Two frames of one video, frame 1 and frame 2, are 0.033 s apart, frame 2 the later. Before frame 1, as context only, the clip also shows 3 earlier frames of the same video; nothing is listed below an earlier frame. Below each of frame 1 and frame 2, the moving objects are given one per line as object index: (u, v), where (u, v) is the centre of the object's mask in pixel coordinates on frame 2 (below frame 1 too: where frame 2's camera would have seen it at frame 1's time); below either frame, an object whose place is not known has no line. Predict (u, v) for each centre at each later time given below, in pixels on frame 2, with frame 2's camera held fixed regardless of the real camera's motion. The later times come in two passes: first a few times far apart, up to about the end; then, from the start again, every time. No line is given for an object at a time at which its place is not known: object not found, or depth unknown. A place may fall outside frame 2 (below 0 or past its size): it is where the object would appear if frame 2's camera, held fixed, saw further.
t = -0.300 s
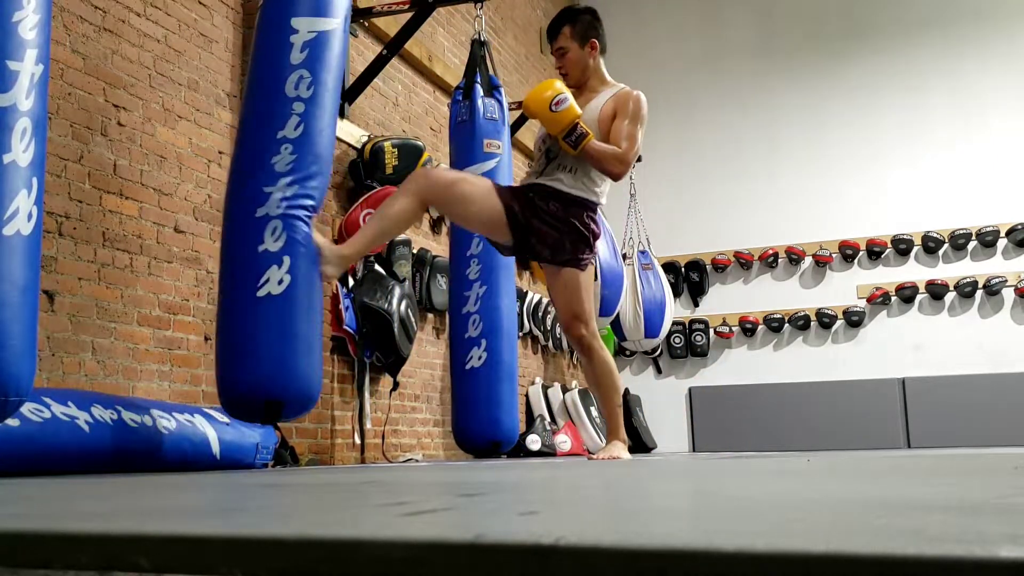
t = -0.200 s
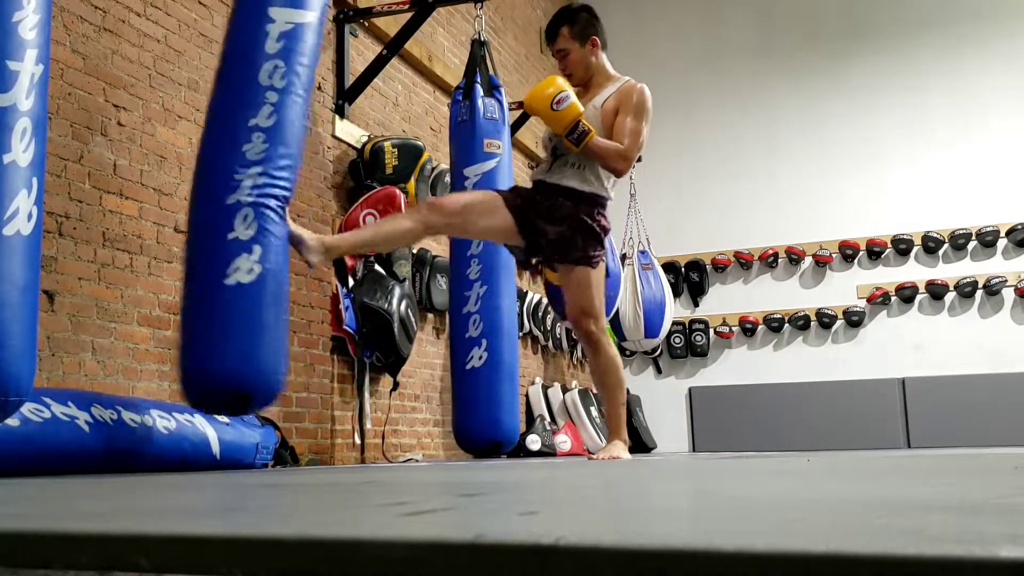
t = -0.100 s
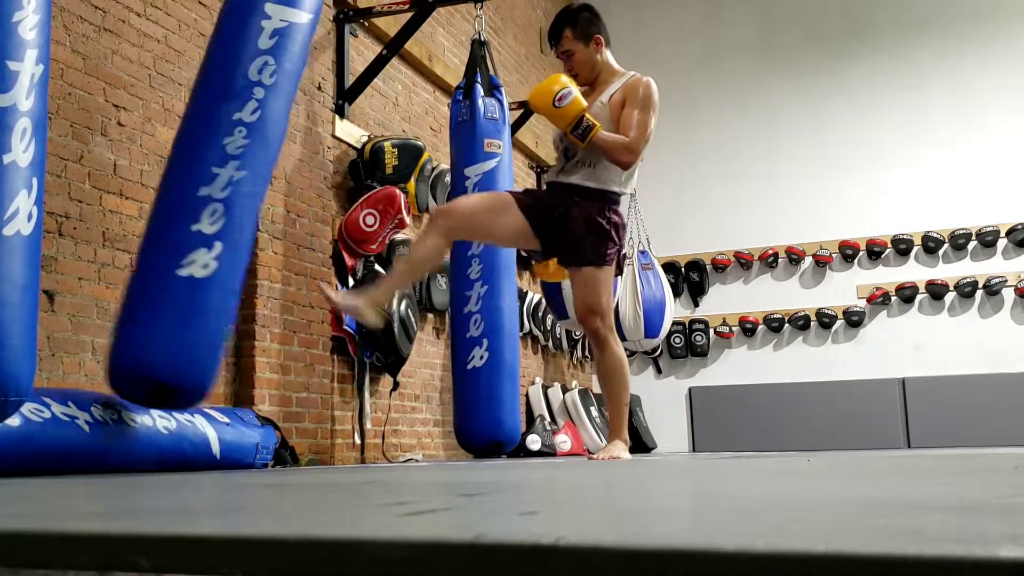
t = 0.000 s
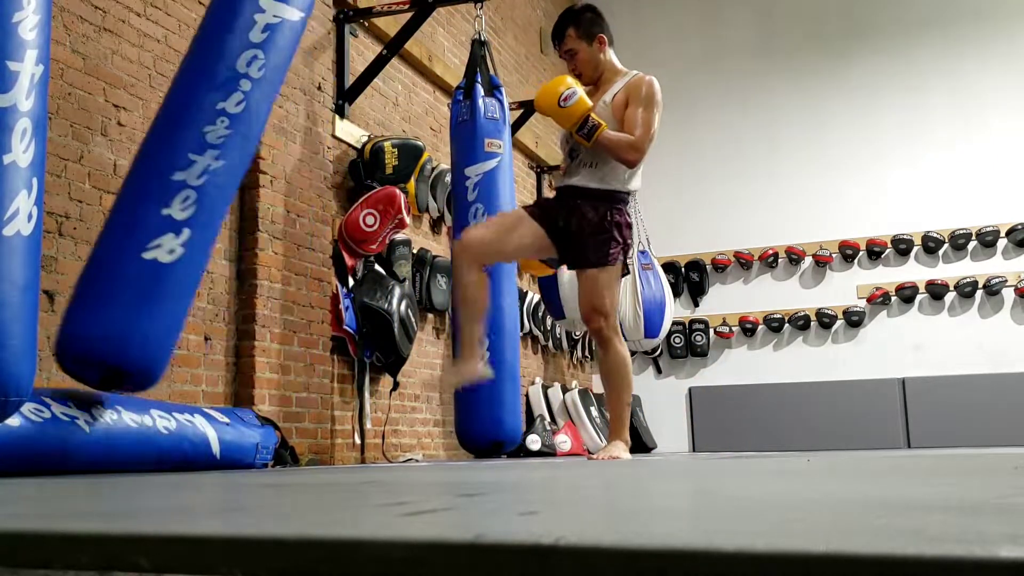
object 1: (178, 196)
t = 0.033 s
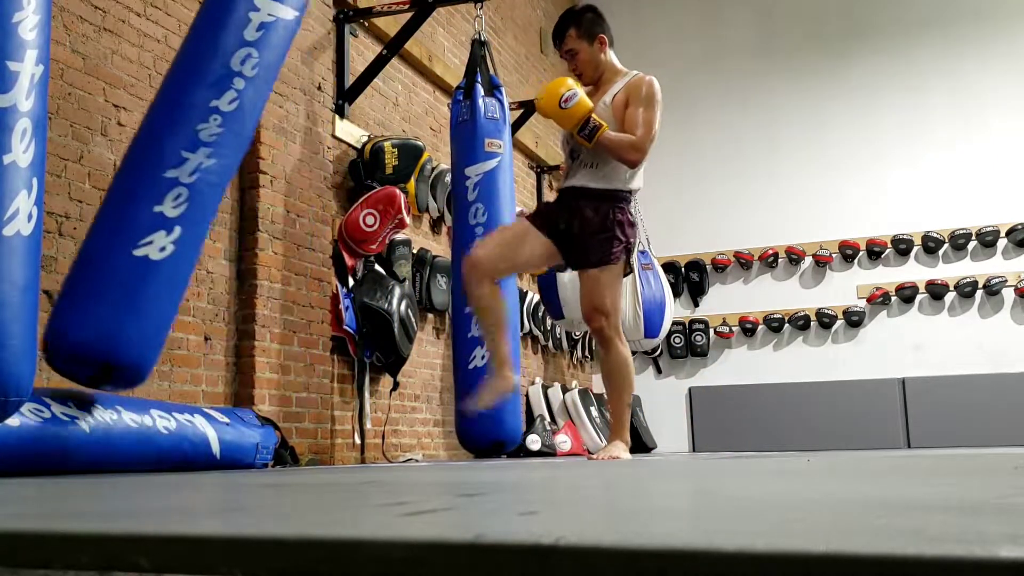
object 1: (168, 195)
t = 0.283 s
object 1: (143, 176)
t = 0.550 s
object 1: (177, 198)
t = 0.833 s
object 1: (286, 214)
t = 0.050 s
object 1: (163, 194)
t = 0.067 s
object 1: (159, 193)
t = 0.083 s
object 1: (155, 192)
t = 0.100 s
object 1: (152, 190)
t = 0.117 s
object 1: (150, 188)
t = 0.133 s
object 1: (148, 186)
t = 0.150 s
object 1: (146, 184)
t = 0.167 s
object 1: (145, 182)
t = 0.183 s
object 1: (144, 181)
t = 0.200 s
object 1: (143, 179)
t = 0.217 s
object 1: (143, 178)
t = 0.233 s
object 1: (143, 177)
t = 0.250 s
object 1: (143, 176)
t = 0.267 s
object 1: (143, 176)
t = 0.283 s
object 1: (143, 176)
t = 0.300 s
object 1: (143, 176)
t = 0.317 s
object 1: (143, 176)
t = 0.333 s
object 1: (144, 177)
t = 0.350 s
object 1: (144, 179)
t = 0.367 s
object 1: (145, 180)
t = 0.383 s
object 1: (146, 182)
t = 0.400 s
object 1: (147, 184)
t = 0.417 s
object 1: (148, 186)
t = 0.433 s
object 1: (151, 188)
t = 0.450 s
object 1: (153, 190)
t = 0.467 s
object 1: (156, 192)
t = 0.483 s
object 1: (159, 194)
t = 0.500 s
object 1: (163, 195)
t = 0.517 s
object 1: (167, 196)
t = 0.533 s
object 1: (172, 197)
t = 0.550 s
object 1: (177, 198)
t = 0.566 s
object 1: (182, 199)
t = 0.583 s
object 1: (188, 201)
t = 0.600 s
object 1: (193, 202)
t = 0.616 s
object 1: (199, 203)
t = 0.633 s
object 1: (205, 205)
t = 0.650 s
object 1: (211, 206)
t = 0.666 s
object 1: (217, 207)
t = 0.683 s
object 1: (224, 208)
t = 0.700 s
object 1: (231, 209)
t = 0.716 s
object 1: (237, 209)
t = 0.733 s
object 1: (244, 211)
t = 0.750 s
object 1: (251, 211)
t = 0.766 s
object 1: (258, 213)
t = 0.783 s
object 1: (266, 213)
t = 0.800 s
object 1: (272, 214)
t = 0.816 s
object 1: (279, 214)
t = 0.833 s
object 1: (286, 214)
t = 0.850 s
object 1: (293, 215)
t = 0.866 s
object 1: (300, 215)
